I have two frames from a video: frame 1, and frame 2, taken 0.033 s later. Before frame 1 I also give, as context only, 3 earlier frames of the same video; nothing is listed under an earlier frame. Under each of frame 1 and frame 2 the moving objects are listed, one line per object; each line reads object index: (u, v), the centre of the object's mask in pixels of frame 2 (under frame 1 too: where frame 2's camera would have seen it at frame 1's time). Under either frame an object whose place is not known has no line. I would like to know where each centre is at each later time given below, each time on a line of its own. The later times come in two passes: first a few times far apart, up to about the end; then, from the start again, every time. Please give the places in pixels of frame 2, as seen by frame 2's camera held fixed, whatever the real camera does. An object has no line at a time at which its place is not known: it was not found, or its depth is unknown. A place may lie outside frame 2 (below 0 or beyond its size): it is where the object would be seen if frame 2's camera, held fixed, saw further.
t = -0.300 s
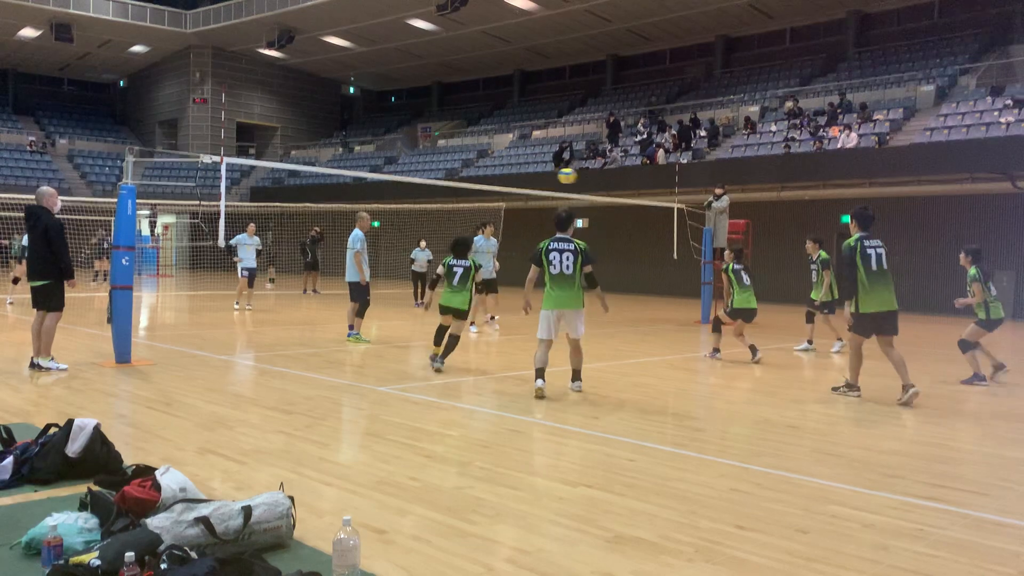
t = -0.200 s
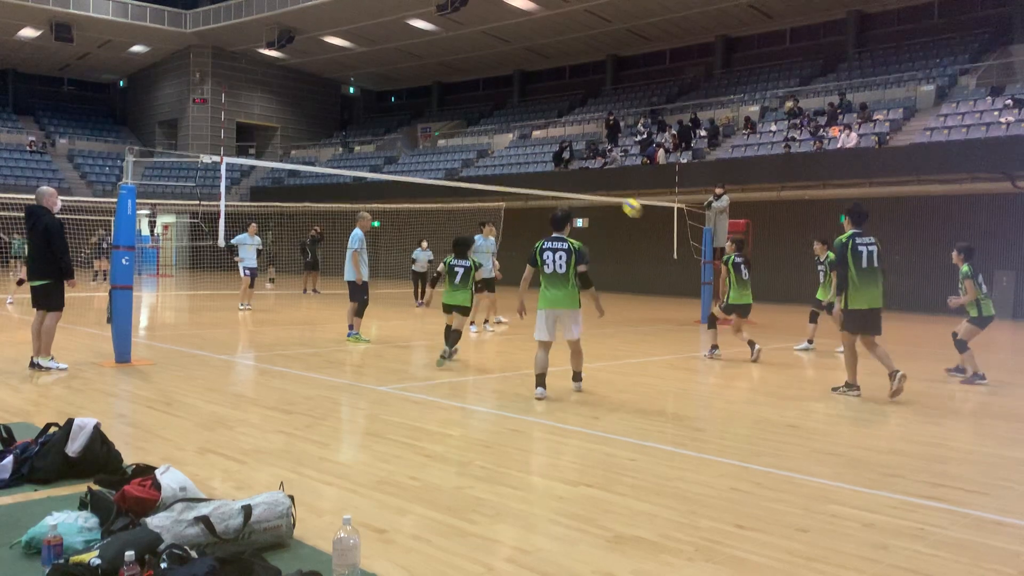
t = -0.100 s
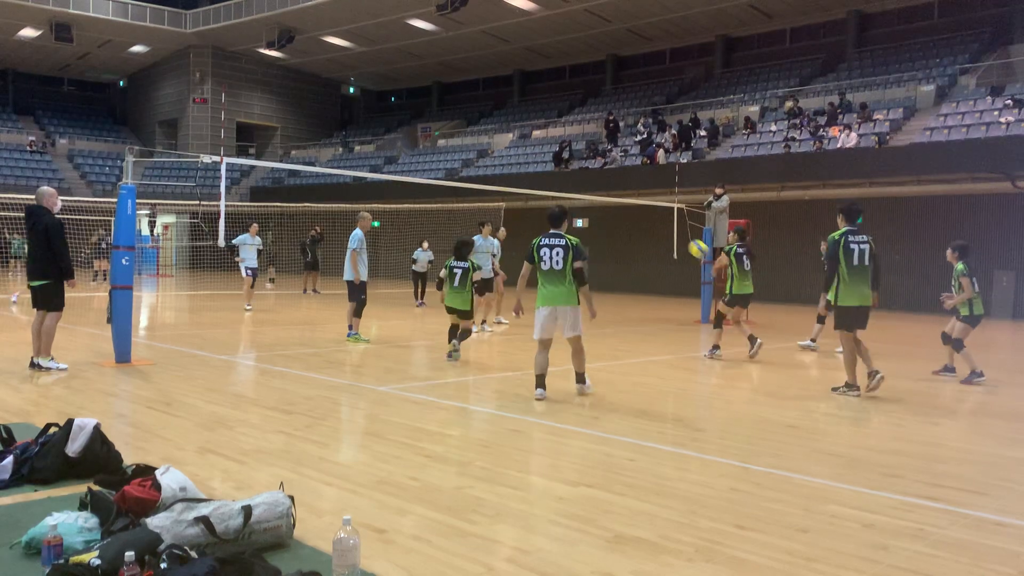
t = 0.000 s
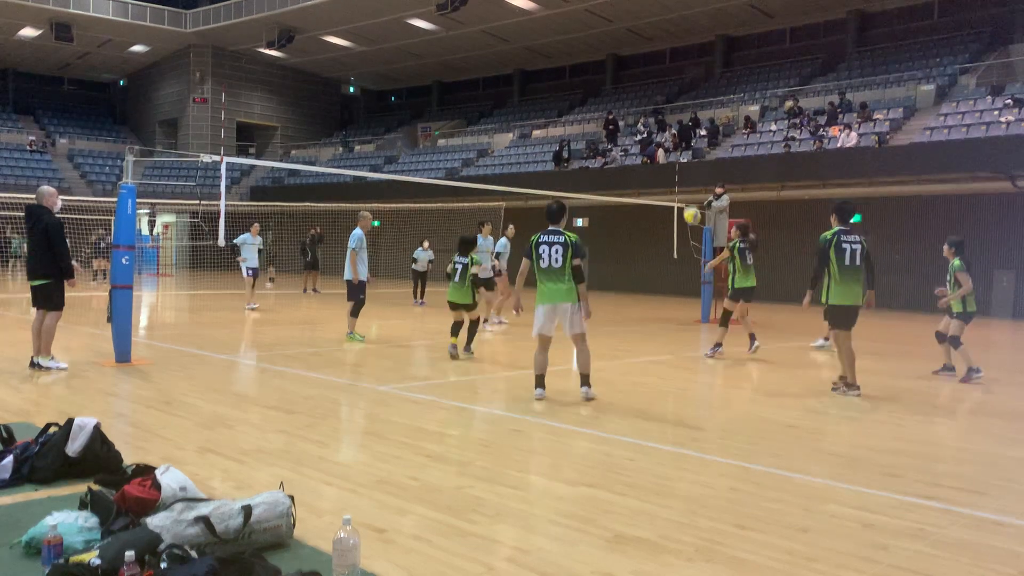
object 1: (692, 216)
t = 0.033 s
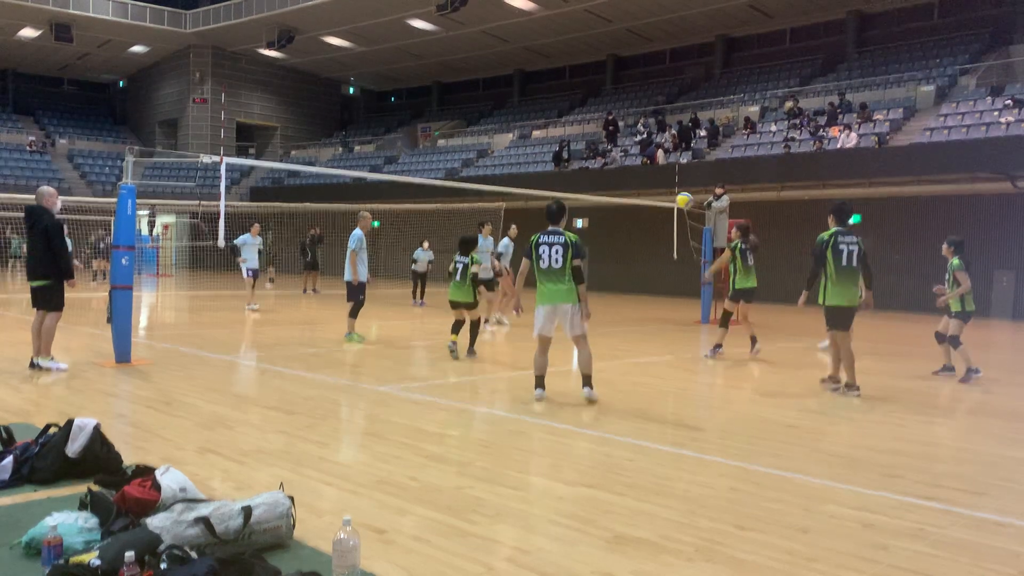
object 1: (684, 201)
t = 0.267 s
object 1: (633, 120)
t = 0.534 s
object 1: (578, 80)
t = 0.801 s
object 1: (525, 92)
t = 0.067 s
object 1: (676, 186)
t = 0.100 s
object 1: (669, 172)
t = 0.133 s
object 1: (661, 160)
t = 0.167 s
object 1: (654, 149)
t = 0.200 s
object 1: (647, 138)
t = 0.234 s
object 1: (640, 128)
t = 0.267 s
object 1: (633, 120)
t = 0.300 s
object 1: (626, 112)
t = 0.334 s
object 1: (619, 105)
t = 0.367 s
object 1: (612, 98)
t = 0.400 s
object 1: (605, 94)
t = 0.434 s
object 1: (598, 88)
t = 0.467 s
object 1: (591, 85)
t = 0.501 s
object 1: (585, 82)
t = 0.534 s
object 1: (578, 80)
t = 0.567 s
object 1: (571, 79)
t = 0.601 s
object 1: (565, 79)
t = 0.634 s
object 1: (558, 79)
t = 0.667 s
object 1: (551, 80)
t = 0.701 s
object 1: (545, 82)
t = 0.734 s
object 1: (538, 85)
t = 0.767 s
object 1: (532, 88)
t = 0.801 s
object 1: (525, 92)
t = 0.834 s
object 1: (519, 98)
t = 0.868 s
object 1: (513, 103)
